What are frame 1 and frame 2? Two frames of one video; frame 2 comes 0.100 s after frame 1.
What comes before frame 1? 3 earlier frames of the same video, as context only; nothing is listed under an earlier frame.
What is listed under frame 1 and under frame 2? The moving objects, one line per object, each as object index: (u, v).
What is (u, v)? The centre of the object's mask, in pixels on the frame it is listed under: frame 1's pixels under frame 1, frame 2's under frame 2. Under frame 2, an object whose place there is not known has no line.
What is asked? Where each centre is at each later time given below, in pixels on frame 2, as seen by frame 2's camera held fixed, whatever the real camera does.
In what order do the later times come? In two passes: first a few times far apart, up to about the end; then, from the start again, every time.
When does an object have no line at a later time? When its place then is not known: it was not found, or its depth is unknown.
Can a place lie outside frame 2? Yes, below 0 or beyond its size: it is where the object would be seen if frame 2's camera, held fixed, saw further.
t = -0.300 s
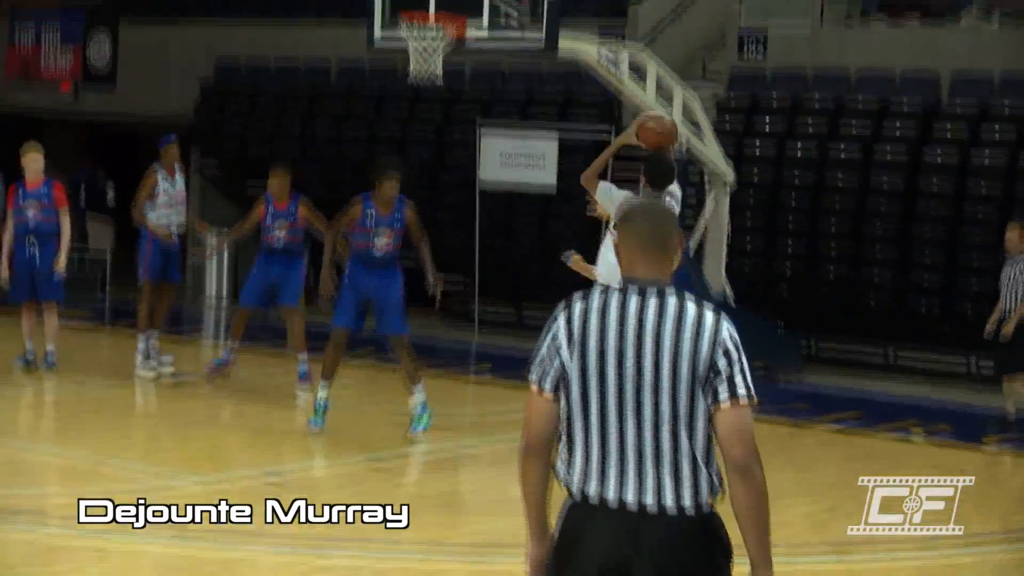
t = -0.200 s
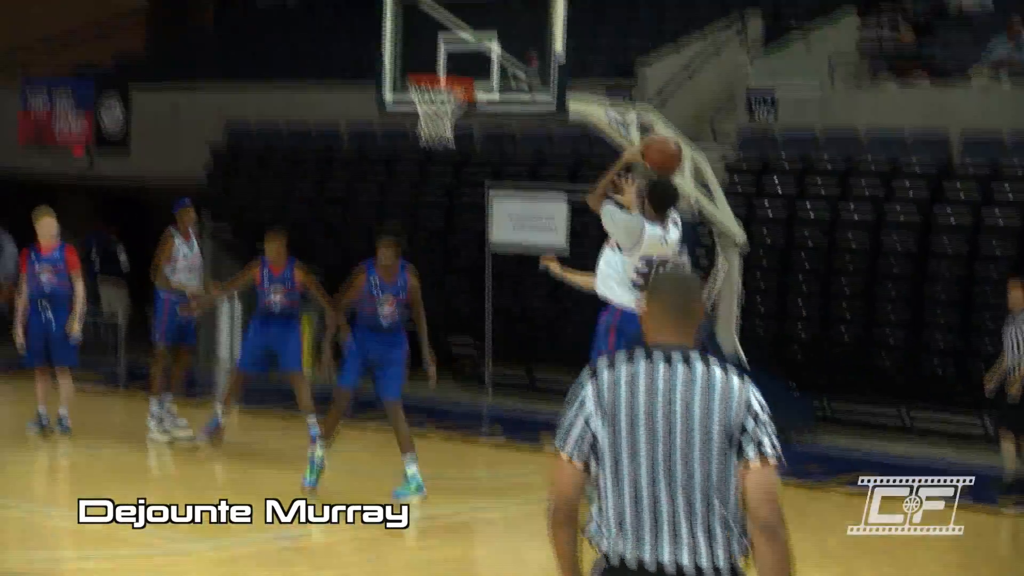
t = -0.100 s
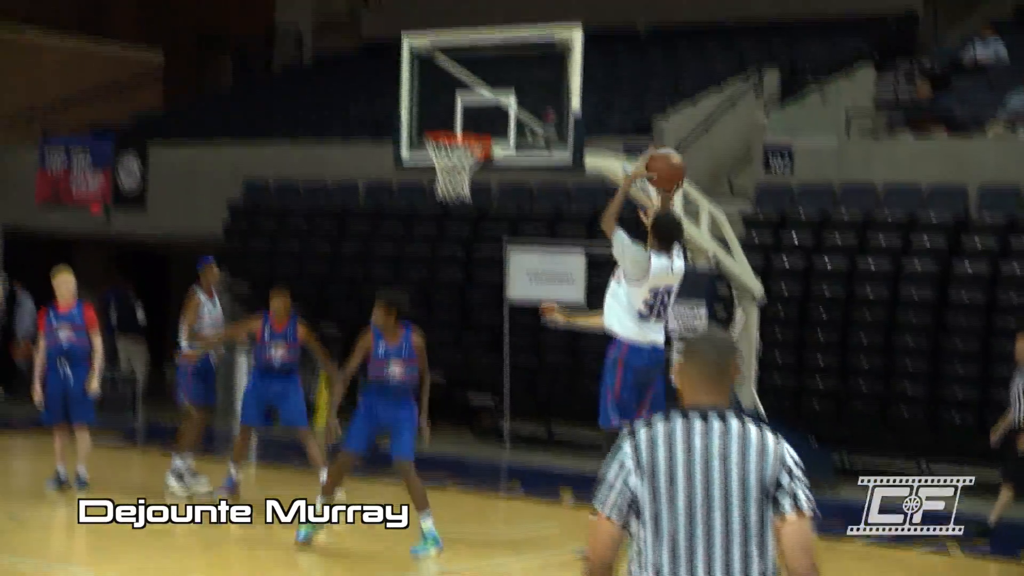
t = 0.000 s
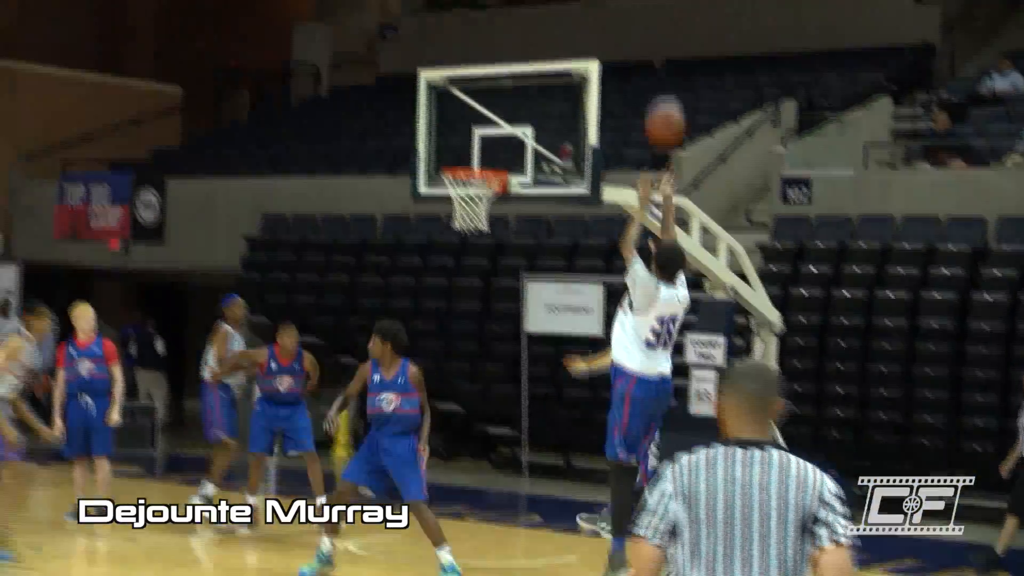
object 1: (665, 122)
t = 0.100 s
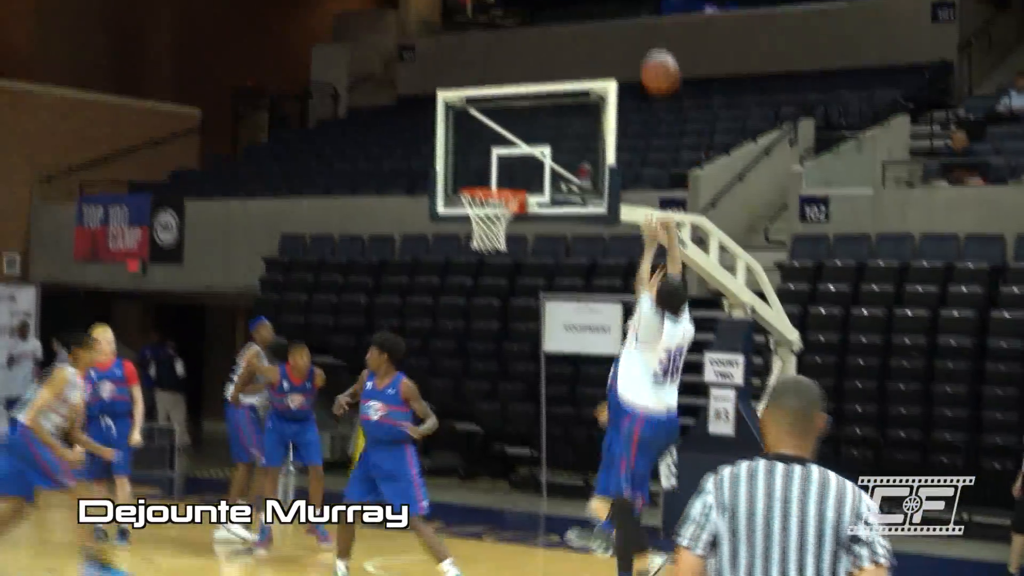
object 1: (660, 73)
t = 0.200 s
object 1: (637, 22)
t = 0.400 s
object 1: (598, -24)
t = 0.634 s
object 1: (556, -4)
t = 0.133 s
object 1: (651, 54)
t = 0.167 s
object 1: (643, 36)
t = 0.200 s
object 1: (637, 22)
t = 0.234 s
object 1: (628, 7)
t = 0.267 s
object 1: (625, 1)
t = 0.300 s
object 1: (617, -9)
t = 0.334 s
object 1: (612, -14)
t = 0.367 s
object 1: (605, -21)
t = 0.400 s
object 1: (598, -24)
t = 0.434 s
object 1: (591, -26)
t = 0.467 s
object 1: (585, -26)
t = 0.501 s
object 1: (579, -24)
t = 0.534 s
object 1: (573, -21)
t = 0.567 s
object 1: (567, -16)
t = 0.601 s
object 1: (562, -11)
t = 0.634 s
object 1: (556, -4)
